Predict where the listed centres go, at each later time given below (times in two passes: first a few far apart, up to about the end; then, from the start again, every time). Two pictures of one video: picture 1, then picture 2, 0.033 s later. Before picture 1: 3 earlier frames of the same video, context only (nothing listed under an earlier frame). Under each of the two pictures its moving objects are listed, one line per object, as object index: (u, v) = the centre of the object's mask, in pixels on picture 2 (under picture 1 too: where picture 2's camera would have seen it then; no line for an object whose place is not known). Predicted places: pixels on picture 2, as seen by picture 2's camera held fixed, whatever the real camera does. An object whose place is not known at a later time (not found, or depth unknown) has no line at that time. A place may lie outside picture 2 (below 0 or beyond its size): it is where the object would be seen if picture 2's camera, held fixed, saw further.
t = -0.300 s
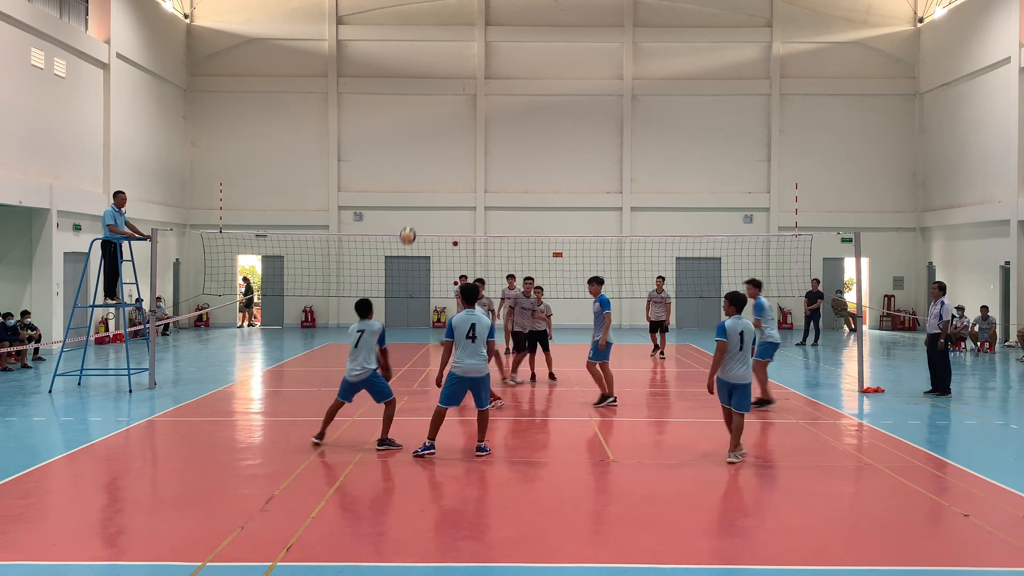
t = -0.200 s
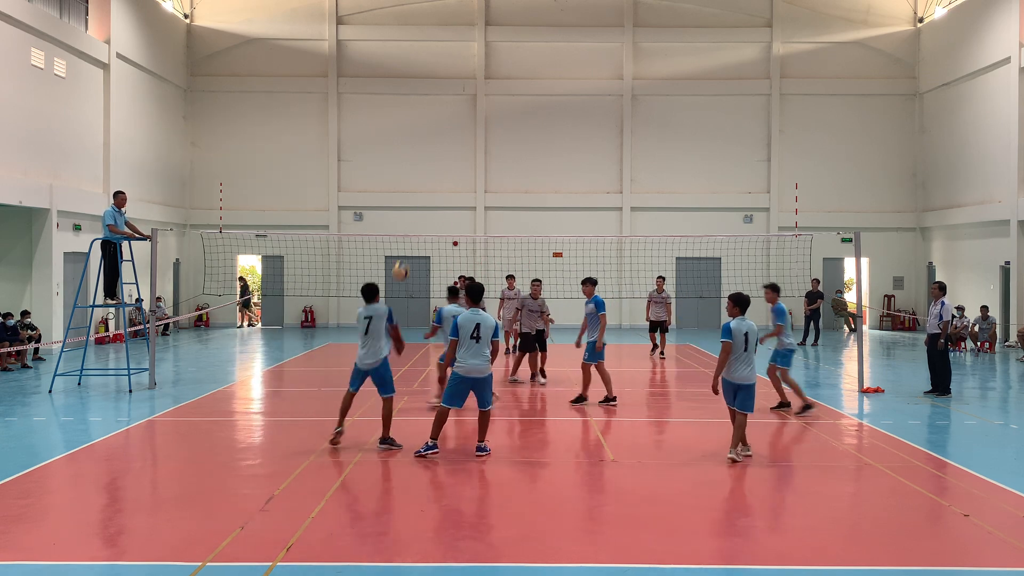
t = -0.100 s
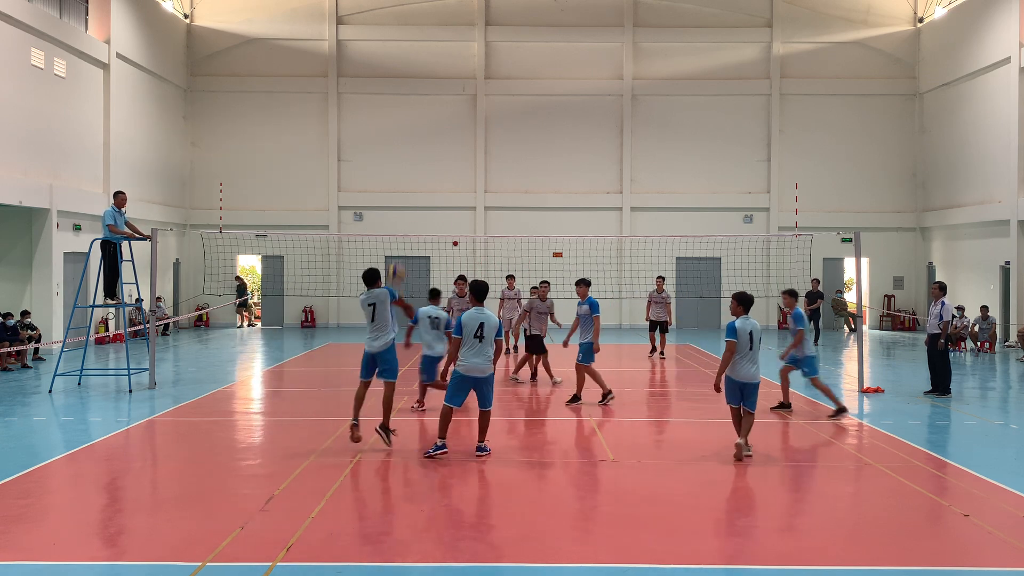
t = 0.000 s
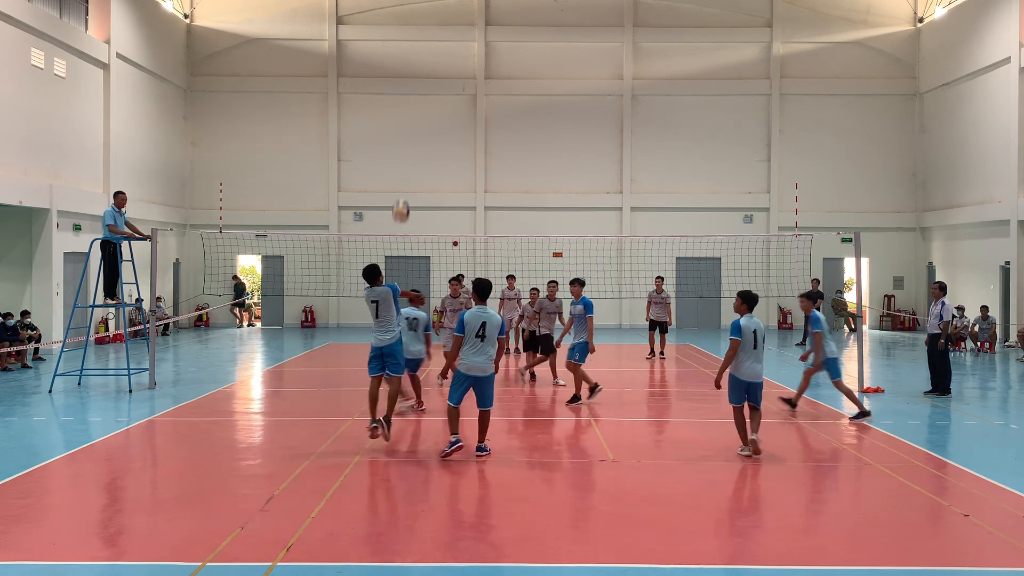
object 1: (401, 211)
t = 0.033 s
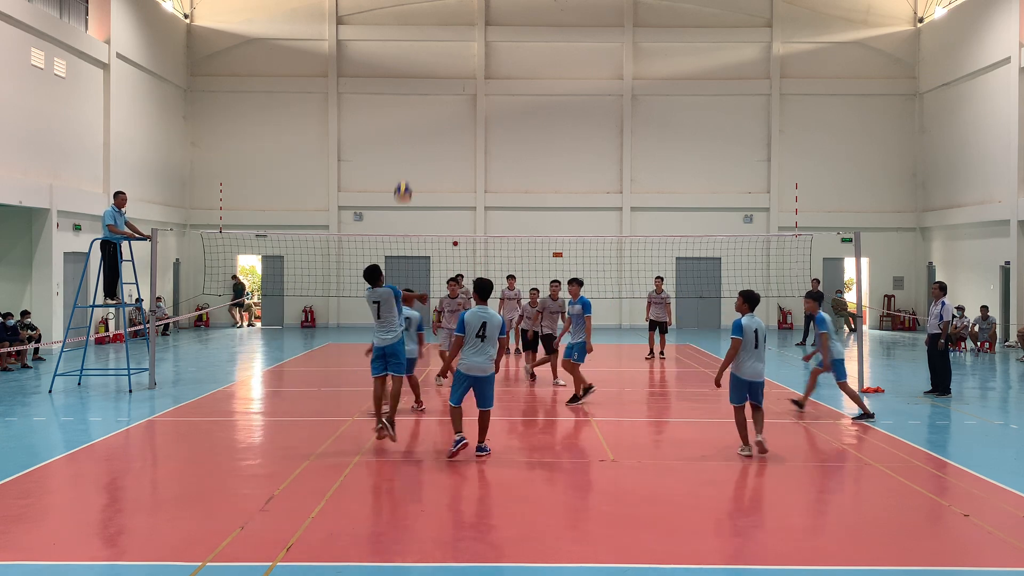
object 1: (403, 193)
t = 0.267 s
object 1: (413, 94)
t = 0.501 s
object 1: (422, 46)
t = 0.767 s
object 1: (431, 49)
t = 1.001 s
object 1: (439, 95)
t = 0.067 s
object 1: (405, 174)
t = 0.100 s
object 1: (406, 159)
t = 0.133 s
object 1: (408, 144)
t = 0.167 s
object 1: (409, 130)
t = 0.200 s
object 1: (411, 116)
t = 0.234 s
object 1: (412, 104)
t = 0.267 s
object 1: (413, 94)
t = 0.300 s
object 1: (414, 84)
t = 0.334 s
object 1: (416, 76)
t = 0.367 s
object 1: (417, 66)
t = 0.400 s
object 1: (419, 61)
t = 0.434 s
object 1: (420, 55)
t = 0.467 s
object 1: (421, 51)
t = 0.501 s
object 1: (422, 46)
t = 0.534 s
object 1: (423, 44)
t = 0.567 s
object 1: (424, 42)
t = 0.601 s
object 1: (426, 41)
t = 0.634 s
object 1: (427, 41)
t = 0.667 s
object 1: (428, 42)
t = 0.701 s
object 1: (429, 43)
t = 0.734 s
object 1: (430, 46)
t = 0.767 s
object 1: (431, 49)
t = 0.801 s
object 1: (433, 53)
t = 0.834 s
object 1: (434, 58)
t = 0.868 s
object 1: (434, 64)
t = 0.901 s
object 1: (436, 71)
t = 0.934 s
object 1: (437, 78)
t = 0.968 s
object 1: (438, 87)
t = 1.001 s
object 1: (439, 95)
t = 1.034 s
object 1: (440, 105)
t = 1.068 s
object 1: (441, 116)
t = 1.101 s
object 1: (442, 127)
